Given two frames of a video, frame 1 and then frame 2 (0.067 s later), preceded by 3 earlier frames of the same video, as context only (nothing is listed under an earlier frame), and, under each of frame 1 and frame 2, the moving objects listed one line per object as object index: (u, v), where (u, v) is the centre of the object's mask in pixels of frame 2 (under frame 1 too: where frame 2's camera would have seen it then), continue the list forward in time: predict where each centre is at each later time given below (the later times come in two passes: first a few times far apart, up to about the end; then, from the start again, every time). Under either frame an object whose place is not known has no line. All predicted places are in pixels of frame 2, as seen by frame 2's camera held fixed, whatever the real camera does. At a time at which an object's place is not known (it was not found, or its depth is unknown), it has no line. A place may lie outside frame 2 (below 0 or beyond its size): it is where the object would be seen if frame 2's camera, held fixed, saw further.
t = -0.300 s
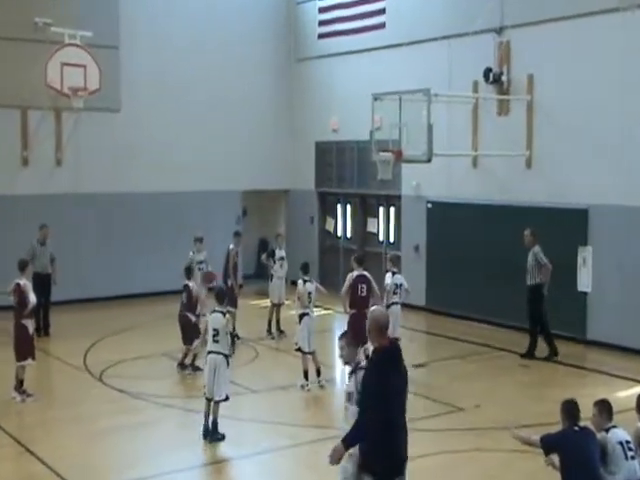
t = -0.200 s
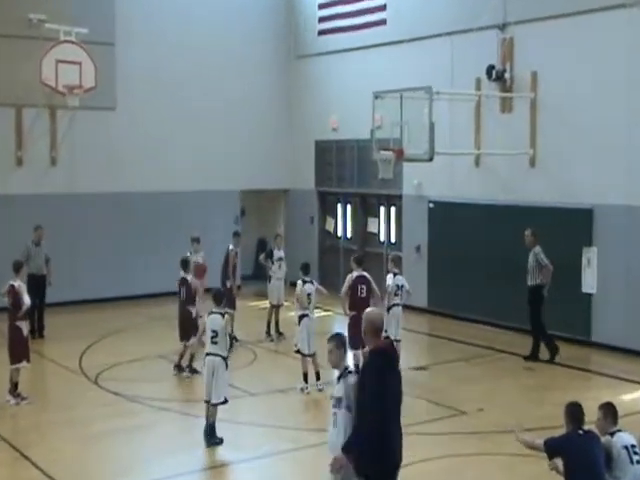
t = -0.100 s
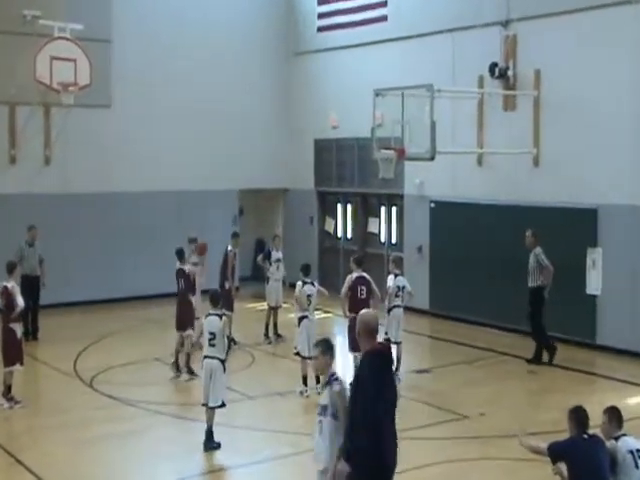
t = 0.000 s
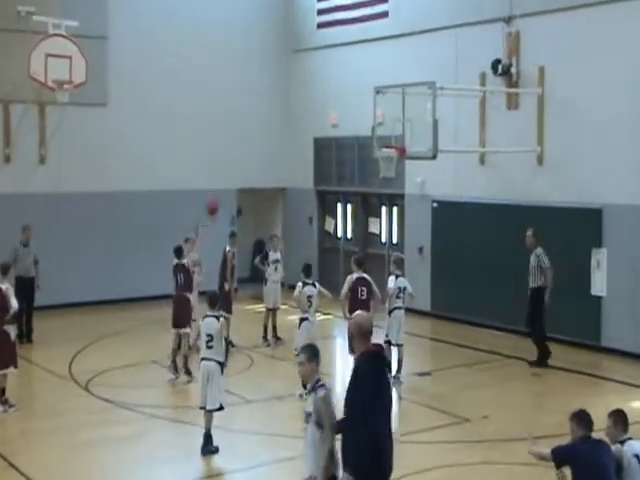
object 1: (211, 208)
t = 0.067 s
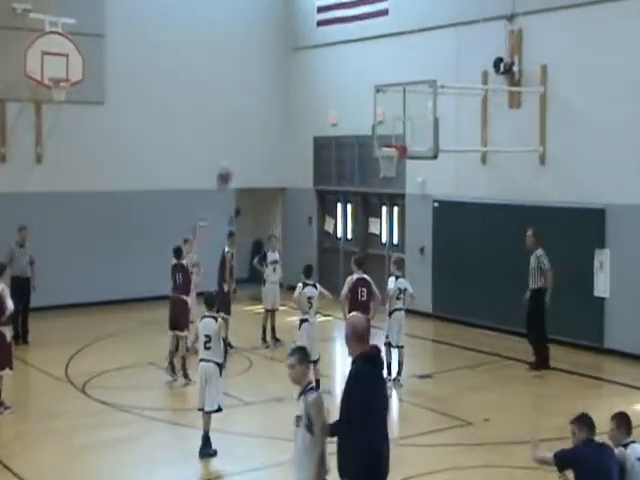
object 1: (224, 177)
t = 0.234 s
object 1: (255, 120)
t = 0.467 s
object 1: (296, 75)
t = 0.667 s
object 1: (330, 71)
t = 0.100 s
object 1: (230, 163)
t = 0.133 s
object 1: (236, 152)
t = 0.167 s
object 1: (242, 140)
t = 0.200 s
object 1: (249, 129)
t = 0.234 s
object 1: (255, 120)
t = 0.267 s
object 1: (261, 112)
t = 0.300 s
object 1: (267, 103)
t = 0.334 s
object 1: (273, 96)
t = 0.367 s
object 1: (279, 89)
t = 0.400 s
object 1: (284, 85)
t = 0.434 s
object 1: (290, 80)
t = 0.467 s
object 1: (296, 75)
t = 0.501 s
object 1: (302, 72)
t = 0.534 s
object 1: (308, 71)
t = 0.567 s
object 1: (313, 69)
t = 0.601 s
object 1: (319, 69)
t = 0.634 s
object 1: (325, 70)
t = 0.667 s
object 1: (330, 71)
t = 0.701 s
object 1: (336, 73)
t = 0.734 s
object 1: (341, 76)
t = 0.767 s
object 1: (347, 80)
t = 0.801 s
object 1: (352, 84)
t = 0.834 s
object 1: (358, 90)
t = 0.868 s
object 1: (362, 96)
